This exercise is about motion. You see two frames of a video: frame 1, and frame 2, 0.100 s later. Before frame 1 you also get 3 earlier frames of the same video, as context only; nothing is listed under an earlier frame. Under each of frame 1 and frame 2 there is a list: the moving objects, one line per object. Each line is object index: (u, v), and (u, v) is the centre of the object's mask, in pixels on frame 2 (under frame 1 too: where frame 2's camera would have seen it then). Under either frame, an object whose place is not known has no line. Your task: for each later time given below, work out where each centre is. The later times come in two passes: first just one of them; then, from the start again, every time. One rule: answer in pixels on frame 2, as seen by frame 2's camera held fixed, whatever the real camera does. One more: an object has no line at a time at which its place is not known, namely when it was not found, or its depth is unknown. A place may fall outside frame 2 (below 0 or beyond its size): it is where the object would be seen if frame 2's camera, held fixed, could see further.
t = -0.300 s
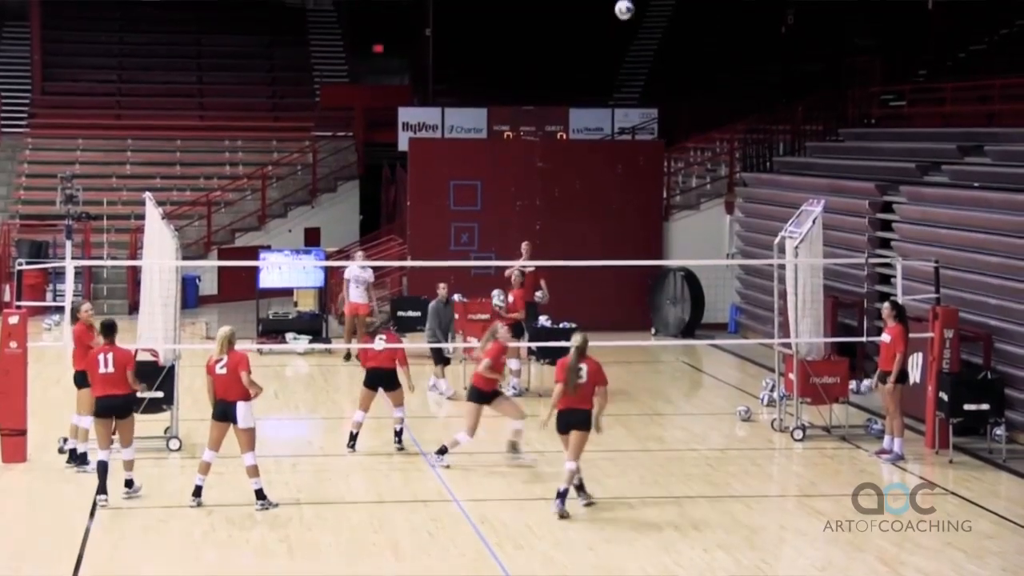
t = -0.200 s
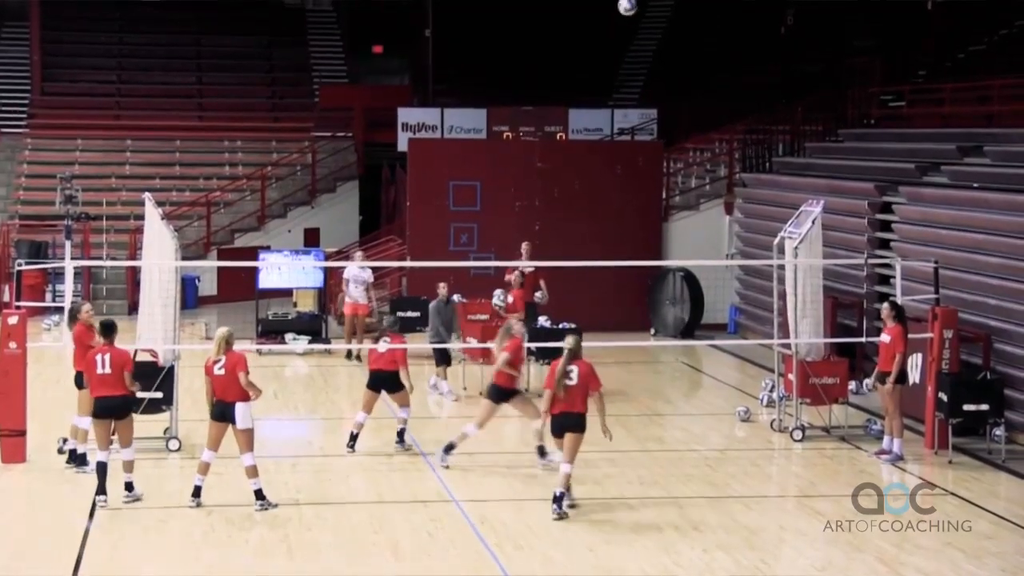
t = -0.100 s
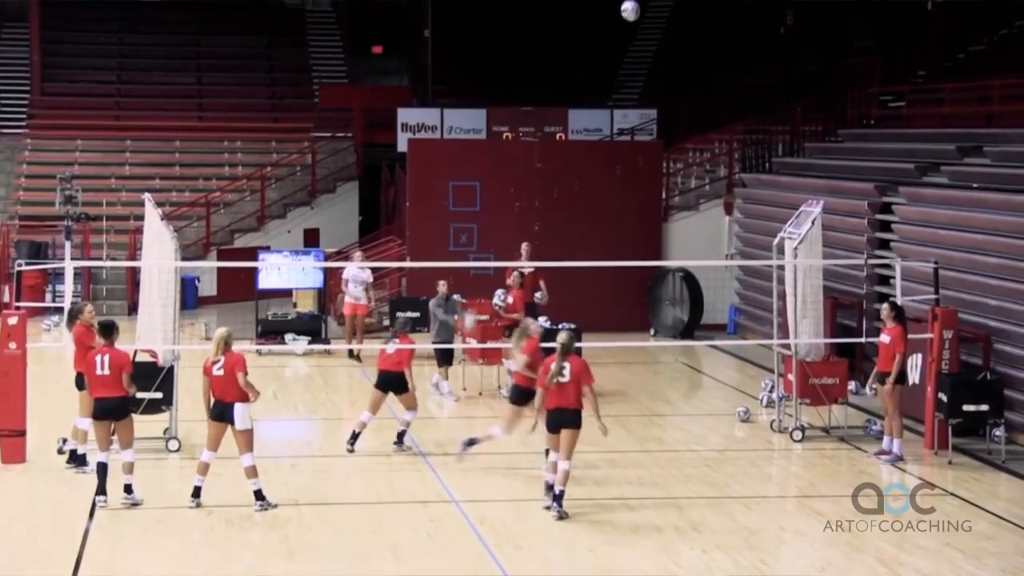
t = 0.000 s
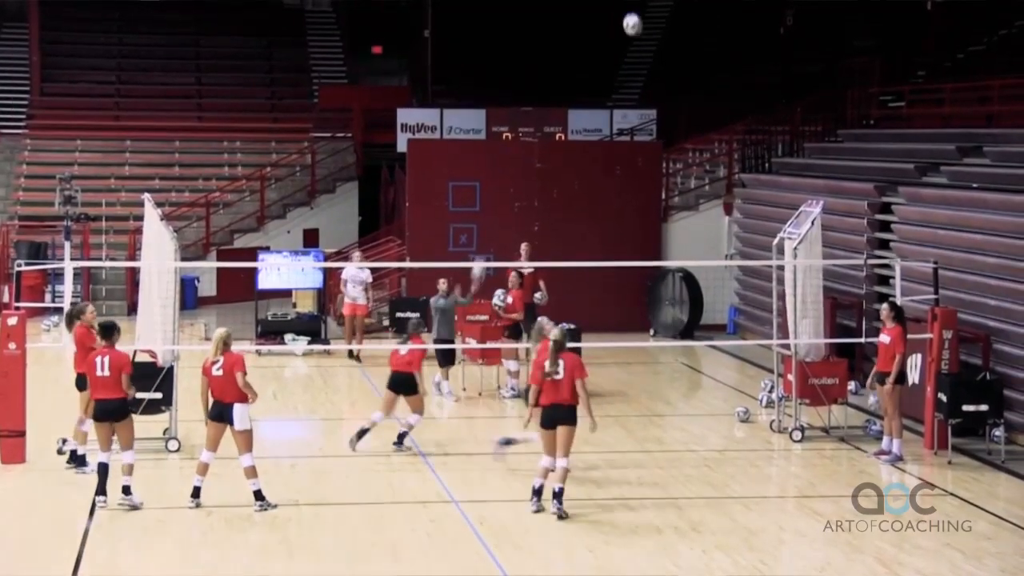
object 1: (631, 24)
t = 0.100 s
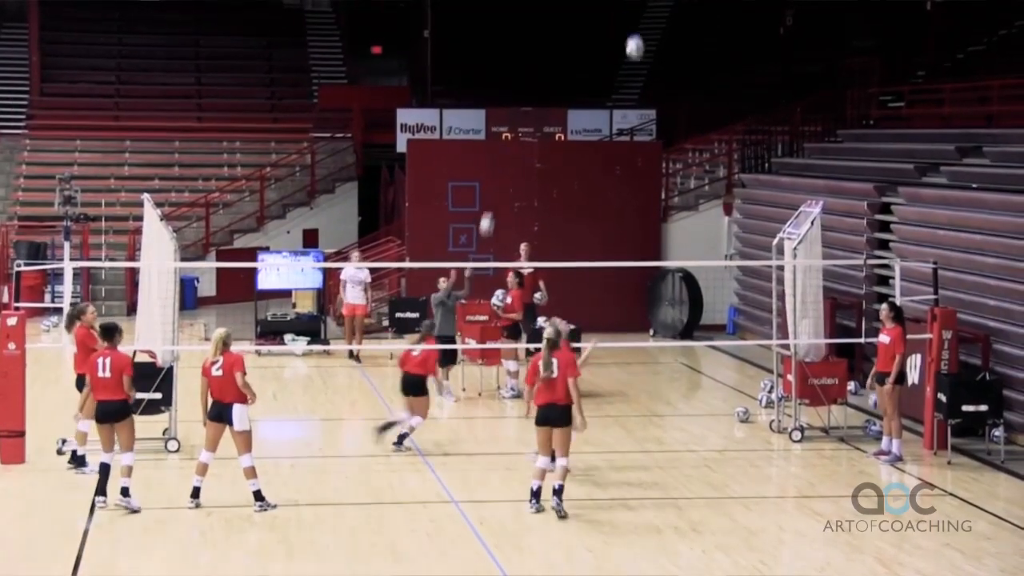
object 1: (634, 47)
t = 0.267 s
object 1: (638, 103)
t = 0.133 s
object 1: (635, 56)
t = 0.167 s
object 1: (636, 67)
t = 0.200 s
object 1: (636, 79)
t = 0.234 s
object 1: (637, 91)
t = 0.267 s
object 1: (638, 103)
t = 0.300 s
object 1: (638, 117)
